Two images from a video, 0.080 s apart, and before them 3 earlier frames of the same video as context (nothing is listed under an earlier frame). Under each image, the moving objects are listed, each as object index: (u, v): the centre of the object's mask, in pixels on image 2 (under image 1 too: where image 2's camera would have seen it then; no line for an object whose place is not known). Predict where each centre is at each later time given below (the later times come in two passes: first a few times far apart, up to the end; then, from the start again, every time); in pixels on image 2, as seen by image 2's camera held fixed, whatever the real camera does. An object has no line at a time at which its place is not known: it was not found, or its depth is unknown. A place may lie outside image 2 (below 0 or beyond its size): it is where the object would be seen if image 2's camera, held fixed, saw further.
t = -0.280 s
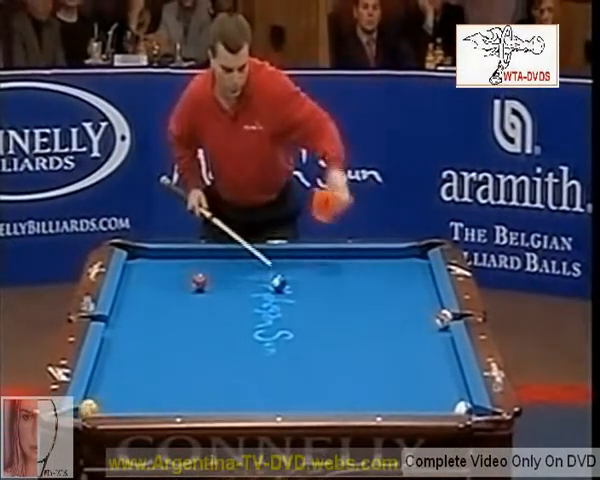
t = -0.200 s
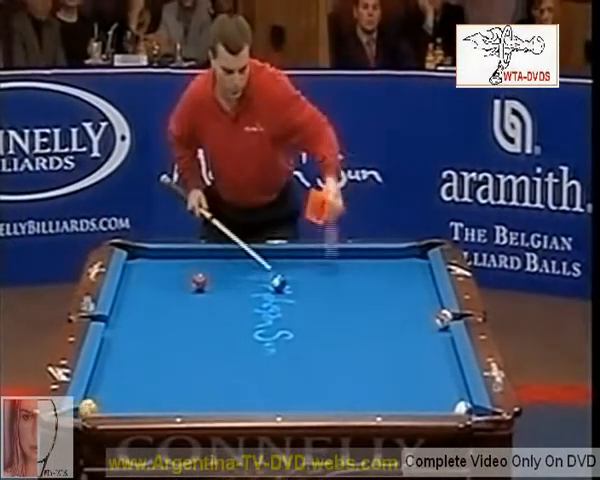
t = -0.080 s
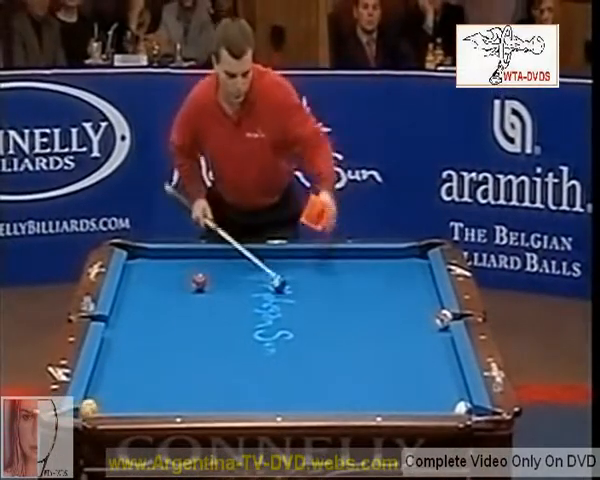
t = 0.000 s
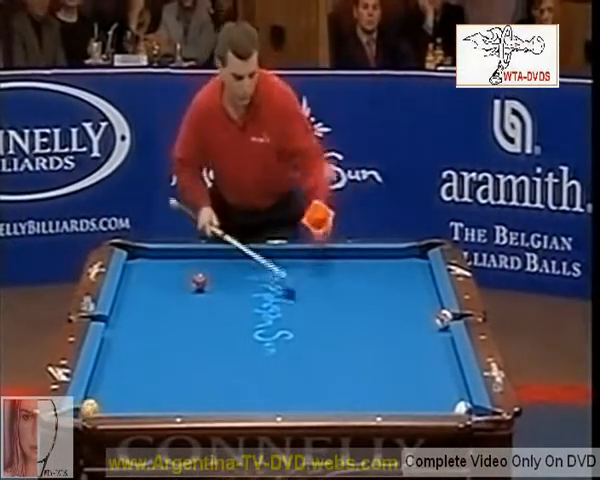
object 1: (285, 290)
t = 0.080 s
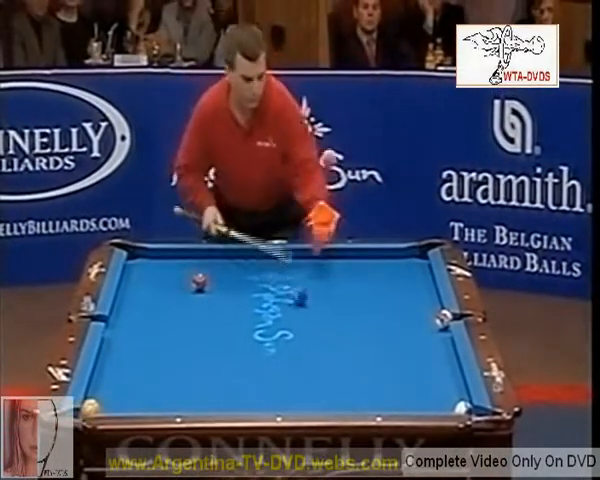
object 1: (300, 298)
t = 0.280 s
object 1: (325, 315)
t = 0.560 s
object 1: (363, 337)
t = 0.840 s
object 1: (404, 363)
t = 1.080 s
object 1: (442, 387)
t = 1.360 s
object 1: (450, 405)
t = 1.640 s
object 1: (408, 405)
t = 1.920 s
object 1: (370, 401)
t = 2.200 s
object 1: (336, 396)
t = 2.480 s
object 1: (305, 390)
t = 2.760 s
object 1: (275, 385)
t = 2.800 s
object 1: (271, 385)
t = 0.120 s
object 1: (304, 302)
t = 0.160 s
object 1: (309, 305)
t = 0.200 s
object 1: (314, 307)
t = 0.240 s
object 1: (320, 312)
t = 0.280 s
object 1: (325, 315)
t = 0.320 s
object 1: (330, 317)
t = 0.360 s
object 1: (335, 321)
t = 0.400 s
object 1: (340, 324)
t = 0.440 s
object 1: (346, 327)
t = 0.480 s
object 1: (352, 331)
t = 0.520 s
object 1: (357, 335)
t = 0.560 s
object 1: (363, 337)
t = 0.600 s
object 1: (369, 342)
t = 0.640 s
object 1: (374, 346)
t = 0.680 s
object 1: (380, 349)
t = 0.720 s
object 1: (387, 352)
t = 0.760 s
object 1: (392, 358)
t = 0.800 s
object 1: (399, 360)
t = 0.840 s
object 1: (404, 363)
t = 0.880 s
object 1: (411, 368)
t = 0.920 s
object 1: (417, 372)
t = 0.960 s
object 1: (423, 375)
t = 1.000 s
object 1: (431, 381)
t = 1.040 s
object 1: (435, 383)
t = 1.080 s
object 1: (442, 387)
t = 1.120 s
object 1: (450, 390)
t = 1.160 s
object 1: (455, 395)
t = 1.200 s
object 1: (459, 396)
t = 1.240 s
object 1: (457, 398)
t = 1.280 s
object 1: (454, 400)
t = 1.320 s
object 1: (451, 403)
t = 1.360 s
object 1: (450, 405)
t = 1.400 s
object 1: (443, 407)
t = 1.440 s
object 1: (436, 408)
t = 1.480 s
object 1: (430, 407)
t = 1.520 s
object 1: (426, 407)
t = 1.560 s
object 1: (418, 408)
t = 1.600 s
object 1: (414, 406)
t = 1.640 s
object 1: (408, 405)
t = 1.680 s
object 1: (402, 404)
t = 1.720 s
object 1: (396, 404)
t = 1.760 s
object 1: (391, 404)
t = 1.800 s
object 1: (386, 404)
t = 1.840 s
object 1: (381, 403)
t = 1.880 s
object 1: (376, 402)
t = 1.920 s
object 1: (370, 401)
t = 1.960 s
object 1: (365, 401)
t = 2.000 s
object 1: (360, 401)
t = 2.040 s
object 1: (355, 400)
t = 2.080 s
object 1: (350, 399)
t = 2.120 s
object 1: (346, 399)
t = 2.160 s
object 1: (341, 397)
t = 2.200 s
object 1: (336, 396)
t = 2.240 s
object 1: (331, 396)
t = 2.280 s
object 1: (327, 395)
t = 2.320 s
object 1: (323, 394)
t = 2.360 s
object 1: (318, 393)
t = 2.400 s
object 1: (314, 392)
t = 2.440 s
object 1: (309, 391)
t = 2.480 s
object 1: (305, 390)
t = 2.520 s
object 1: (300, 390)
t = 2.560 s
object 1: (296, 390)
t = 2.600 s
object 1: (292, 389)
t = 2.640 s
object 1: (288, 390)
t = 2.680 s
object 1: (284, 388)
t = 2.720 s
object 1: (279, 387)
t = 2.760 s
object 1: (275, 385)
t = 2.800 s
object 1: (271, 385)
